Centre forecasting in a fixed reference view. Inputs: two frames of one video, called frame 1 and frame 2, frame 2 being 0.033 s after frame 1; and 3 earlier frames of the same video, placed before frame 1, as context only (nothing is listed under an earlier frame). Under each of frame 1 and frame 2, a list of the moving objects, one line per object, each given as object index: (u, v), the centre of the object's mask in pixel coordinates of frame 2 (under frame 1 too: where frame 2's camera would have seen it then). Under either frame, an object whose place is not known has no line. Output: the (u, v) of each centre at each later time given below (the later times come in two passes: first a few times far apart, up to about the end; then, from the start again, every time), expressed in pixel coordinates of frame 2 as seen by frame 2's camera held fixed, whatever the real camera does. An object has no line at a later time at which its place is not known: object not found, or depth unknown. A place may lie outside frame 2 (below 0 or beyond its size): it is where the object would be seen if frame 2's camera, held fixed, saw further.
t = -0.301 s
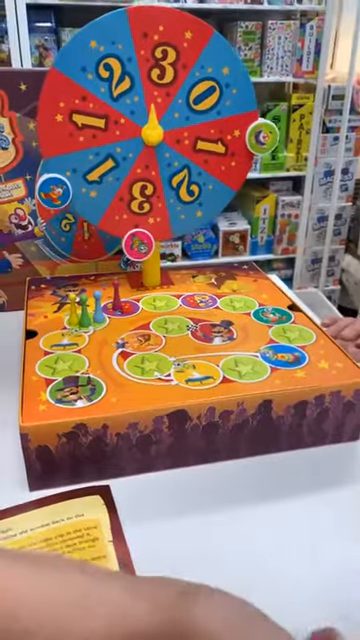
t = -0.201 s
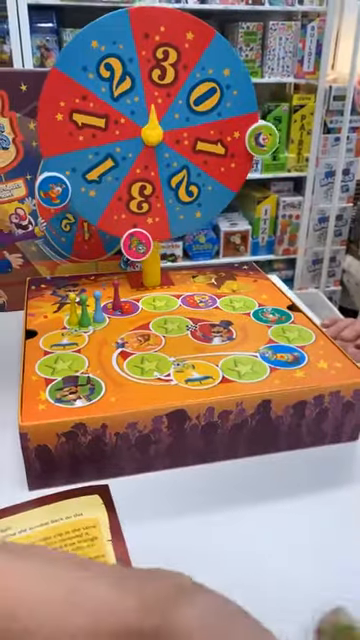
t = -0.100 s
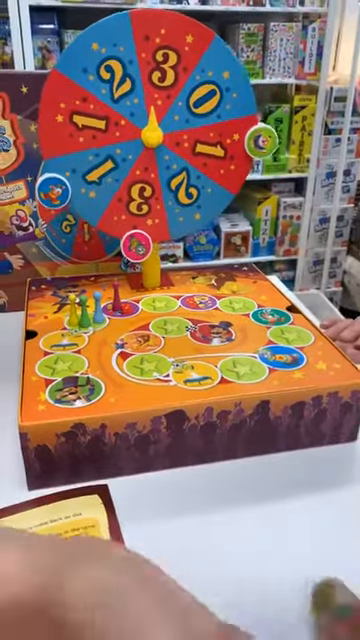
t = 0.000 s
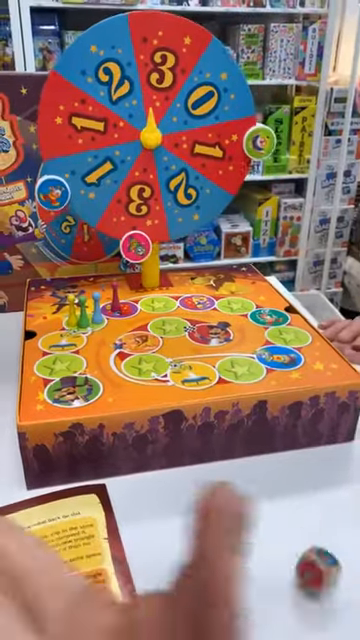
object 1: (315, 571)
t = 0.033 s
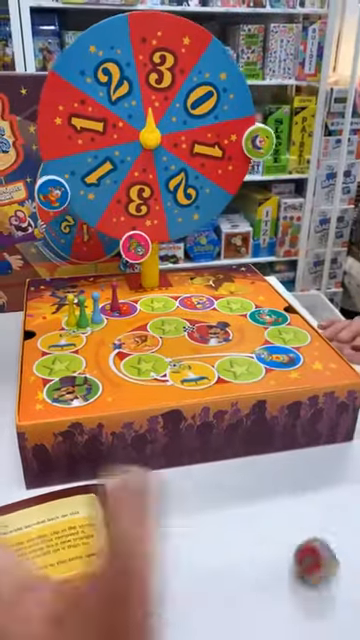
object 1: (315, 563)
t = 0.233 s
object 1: (321, 527)
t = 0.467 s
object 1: (324, 513)
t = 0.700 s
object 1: (324, 513)
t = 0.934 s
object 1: (324, 513)
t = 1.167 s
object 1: (324, 513)
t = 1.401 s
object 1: (324, 513)
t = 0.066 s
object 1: (315, 556)
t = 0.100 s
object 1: (315, 550)
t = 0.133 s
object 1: (315, 545)
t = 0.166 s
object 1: (315, 536)
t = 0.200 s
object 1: (317, 531)
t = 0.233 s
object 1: (321, 527)
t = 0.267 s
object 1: (323, 524)
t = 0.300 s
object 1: (324, 519)
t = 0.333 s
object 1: (324, 516)
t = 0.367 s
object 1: (325, 515)
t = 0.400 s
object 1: (324, 513)
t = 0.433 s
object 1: (324, 513)
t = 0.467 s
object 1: (324, 513)
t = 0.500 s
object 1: (324, 513)
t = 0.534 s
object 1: (324, 513)
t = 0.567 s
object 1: (324, 513)
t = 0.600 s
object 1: (324, 514)
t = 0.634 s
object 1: (324, 513)
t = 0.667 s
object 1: (324, 513)
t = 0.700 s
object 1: (324, 513)
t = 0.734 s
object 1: (324, 513)
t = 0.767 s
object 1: (324, 513)
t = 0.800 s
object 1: (324, 513)
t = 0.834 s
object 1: (324, 513)
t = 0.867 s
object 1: (324, 513)
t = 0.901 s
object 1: (324, 513)
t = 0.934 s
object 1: (324, 513)
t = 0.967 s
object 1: (324, 513)
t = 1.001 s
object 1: (324, 513)
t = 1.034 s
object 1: (324, 513)
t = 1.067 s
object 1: (324, 513)
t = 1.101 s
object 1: (324, 513)
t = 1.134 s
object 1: (324, 514)
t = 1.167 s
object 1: (324, 513)
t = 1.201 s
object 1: (324, 513)
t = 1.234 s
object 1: (324, 513)
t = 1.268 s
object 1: (324, 513)
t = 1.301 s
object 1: (324, 513)
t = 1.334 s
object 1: (324, 513)
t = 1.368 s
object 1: (324, 513)
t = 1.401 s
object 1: (324, 513)
